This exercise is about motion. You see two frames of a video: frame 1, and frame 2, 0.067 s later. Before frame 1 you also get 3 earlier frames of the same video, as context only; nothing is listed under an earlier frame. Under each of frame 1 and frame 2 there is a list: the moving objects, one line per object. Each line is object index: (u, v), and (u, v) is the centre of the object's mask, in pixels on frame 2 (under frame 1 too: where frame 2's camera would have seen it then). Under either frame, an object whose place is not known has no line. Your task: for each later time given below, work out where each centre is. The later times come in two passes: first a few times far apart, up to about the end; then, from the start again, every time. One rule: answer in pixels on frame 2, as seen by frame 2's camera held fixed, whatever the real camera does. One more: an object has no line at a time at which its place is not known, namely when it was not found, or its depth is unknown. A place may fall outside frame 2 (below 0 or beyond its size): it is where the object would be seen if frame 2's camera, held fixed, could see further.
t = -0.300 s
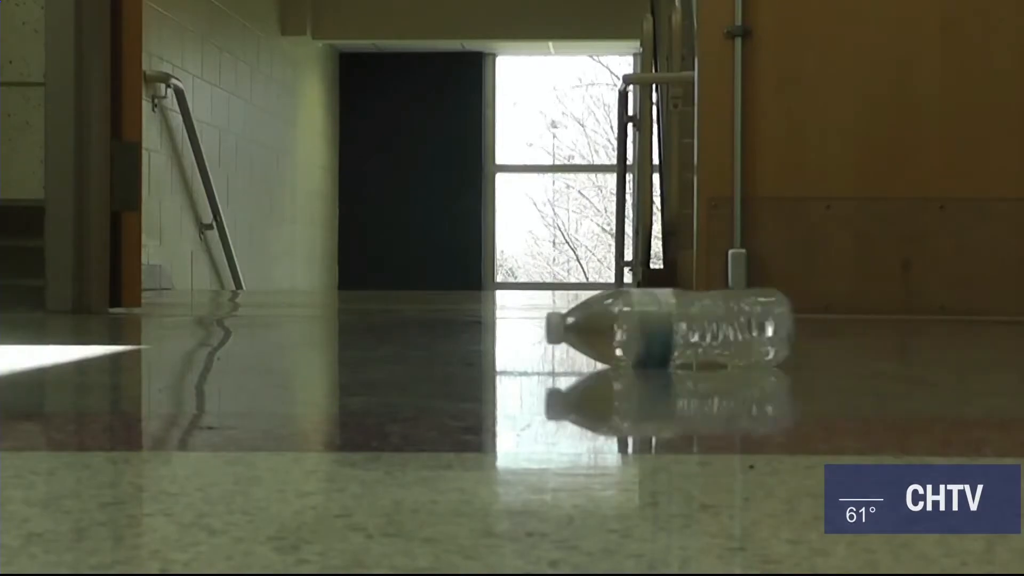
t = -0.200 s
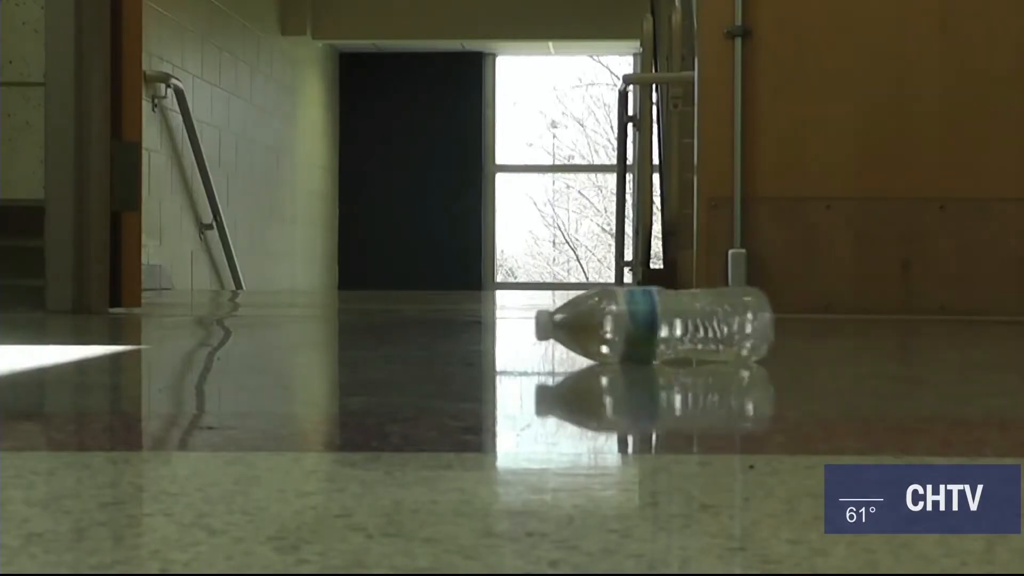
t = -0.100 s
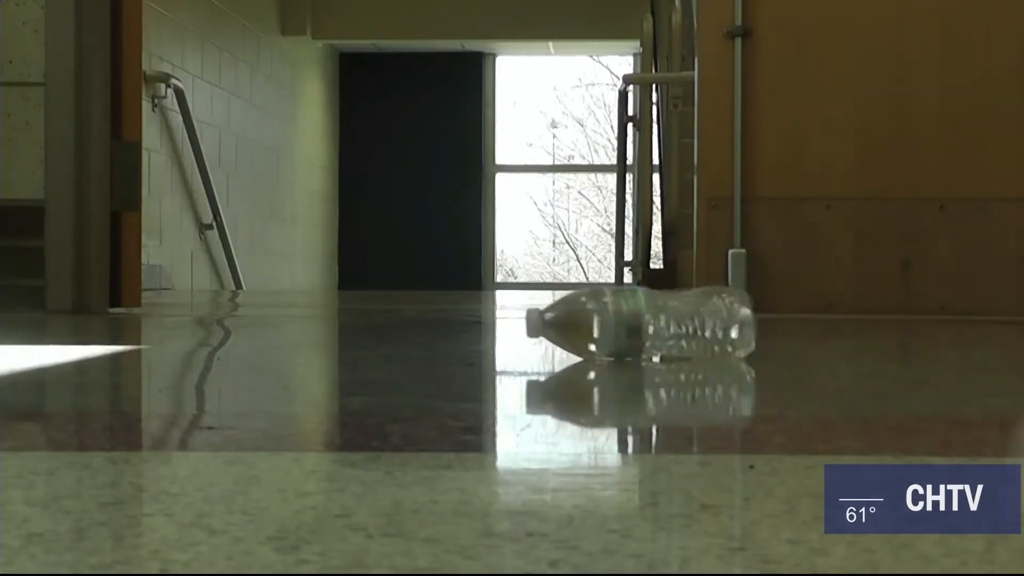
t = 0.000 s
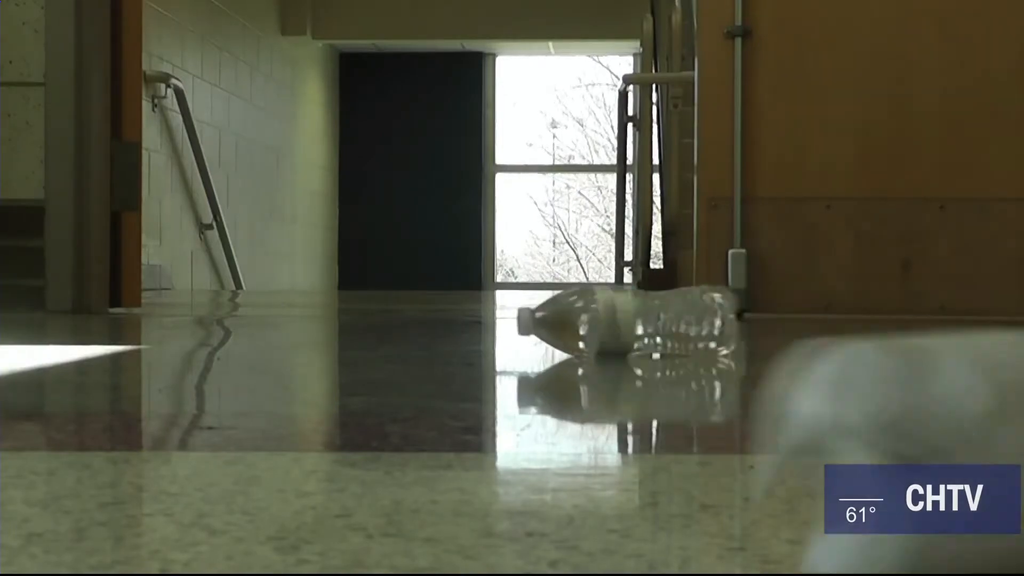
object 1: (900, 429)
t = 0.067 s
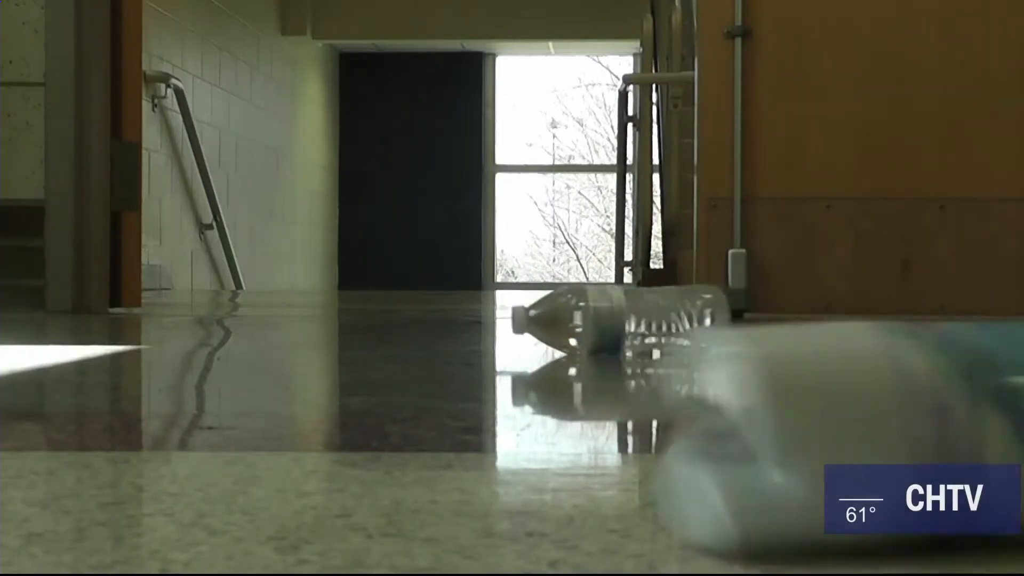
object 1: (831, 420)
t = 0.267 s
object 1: (734, 382)
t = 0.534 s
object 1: (540, 352)
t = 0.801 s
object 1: (425, 335)
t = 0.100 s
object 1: (814, 410)
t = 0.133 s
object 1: (792, 405)
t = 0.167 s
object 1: (782, 400)
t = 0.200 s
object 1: (765, 393)
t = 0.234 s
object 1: (748, 389)
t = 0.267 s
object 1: (734, 382)
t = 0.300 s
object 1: (711, 377)
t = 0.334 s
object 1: (679, 372)
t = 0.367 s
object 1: (651, 368)
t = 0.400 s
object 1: (627, 364)
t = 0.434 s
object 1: (599, 359)
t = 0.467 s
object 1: (579, 357)
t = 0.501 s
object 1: (560, 354)
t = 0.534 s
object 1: (540, 352)
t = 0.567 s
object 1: (522, 349)
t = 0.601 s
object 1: (506, 347)
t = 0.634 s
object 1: (492, 345)
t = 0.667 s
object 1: (478, 343)
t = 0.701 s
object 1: (463, 341)
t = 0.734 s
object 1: (453, 339)
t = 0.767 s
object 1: (436, 338)
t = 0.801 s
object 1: (425, 335)
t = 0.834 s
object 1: (416, 334)
